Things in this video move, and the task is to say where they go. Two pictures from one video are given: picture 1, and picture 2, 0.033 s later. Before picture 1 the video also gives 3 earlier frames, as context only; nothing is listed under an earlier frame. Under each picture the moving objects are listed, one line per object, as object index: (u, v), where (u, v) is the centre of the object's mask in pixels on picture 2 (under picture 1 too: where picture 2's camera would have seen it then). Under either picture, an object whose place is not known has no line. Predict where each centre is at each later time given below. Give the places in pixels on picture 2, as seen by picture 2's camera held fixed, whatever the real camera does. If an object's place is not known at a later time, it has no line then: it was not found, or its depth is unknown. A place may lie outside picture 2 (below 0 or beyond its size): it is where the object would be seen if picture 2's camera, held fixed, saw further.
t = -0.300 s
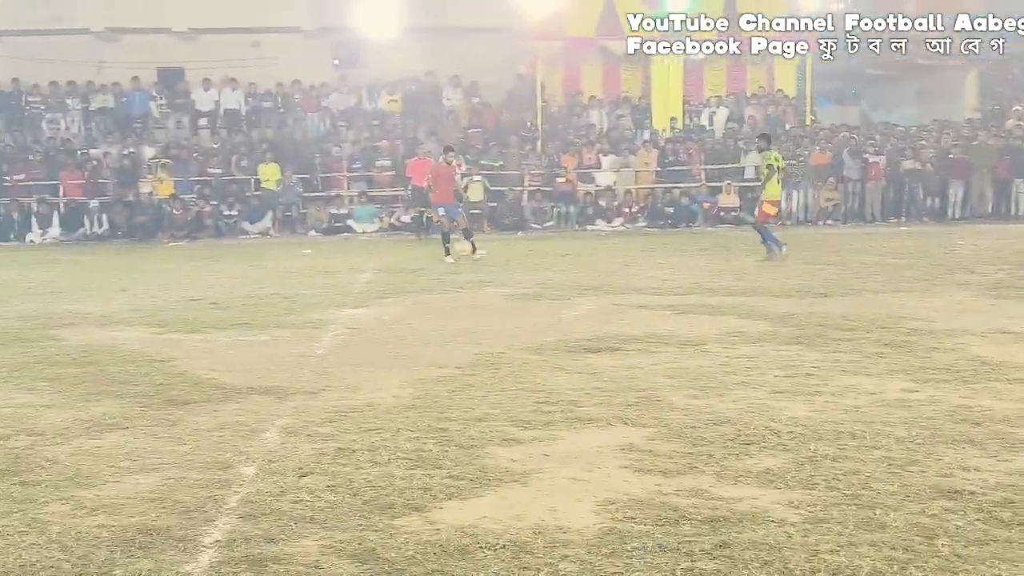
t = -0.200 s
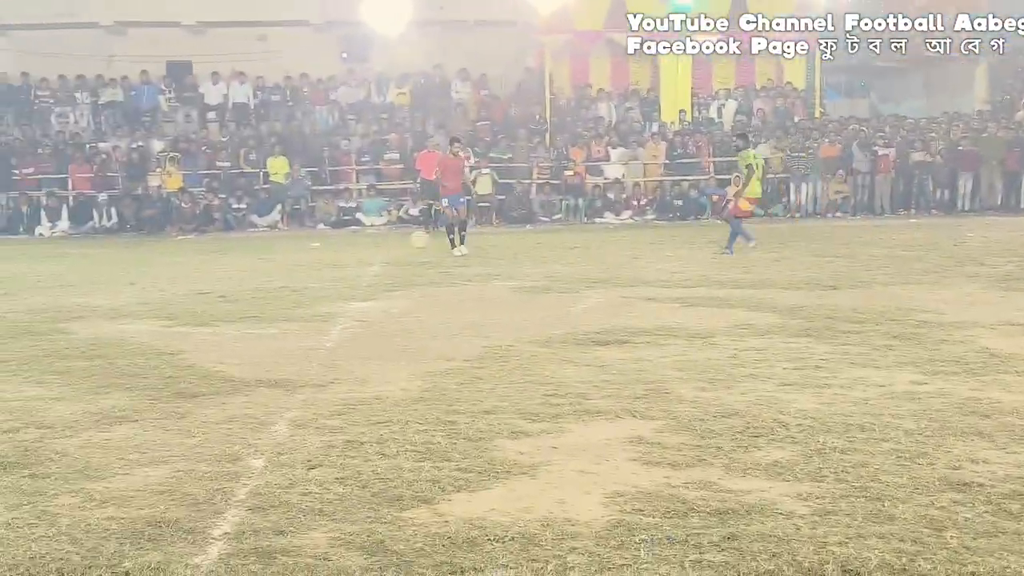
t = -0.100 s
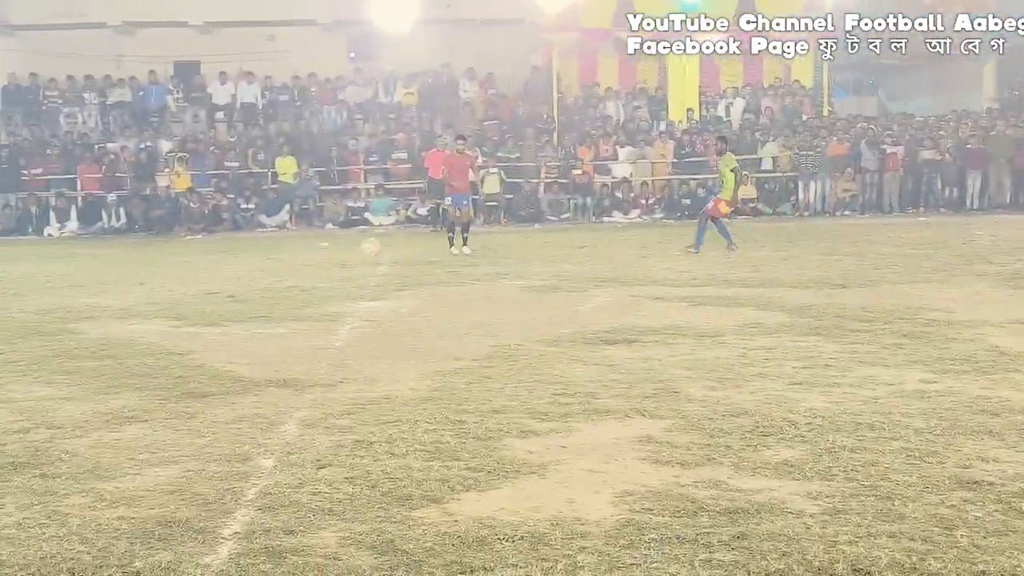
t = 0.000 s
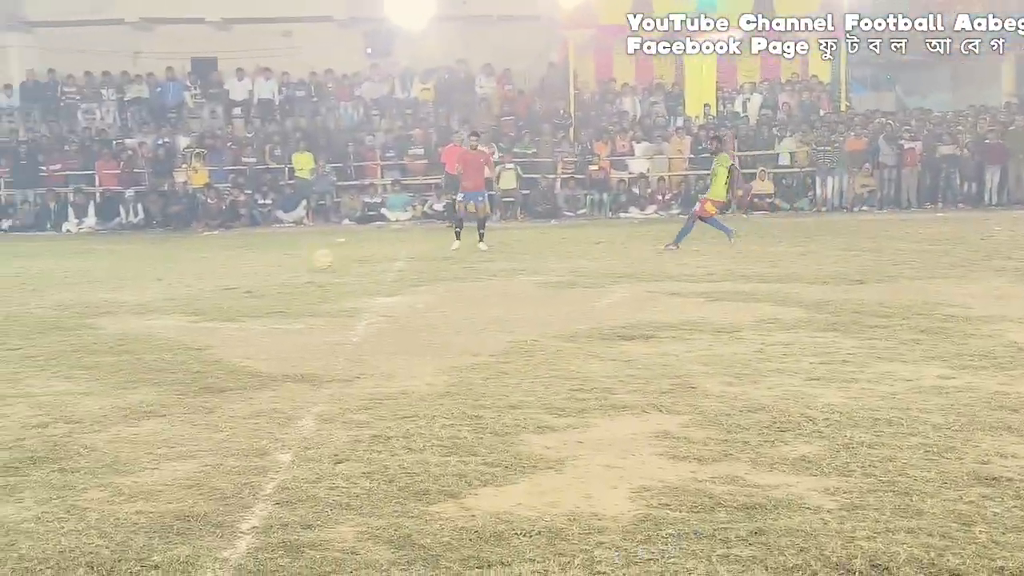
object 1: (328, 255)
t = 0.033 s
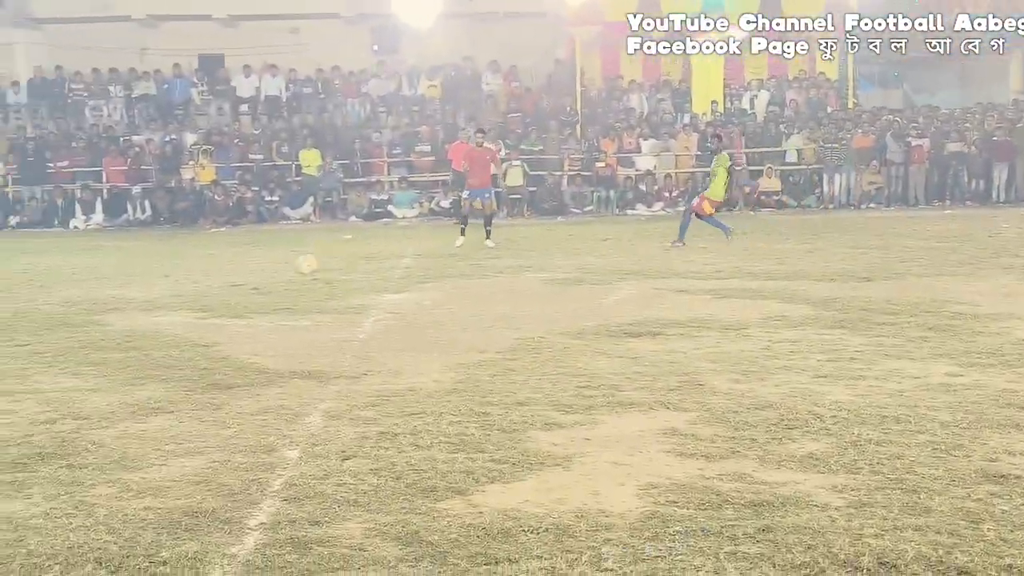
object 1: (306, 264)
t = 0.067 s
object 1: (289, 265)
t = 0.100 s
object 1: (271, 262)
